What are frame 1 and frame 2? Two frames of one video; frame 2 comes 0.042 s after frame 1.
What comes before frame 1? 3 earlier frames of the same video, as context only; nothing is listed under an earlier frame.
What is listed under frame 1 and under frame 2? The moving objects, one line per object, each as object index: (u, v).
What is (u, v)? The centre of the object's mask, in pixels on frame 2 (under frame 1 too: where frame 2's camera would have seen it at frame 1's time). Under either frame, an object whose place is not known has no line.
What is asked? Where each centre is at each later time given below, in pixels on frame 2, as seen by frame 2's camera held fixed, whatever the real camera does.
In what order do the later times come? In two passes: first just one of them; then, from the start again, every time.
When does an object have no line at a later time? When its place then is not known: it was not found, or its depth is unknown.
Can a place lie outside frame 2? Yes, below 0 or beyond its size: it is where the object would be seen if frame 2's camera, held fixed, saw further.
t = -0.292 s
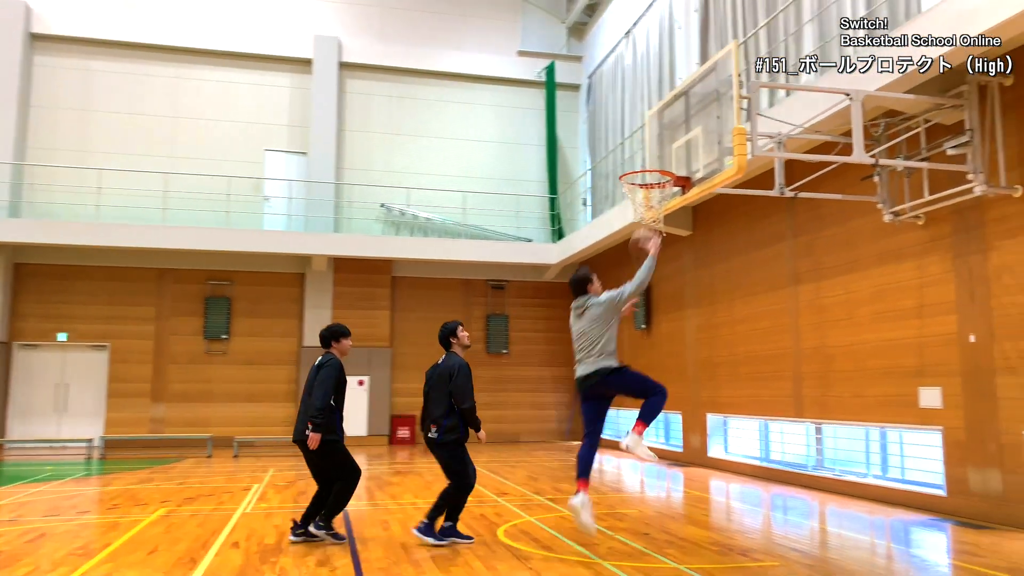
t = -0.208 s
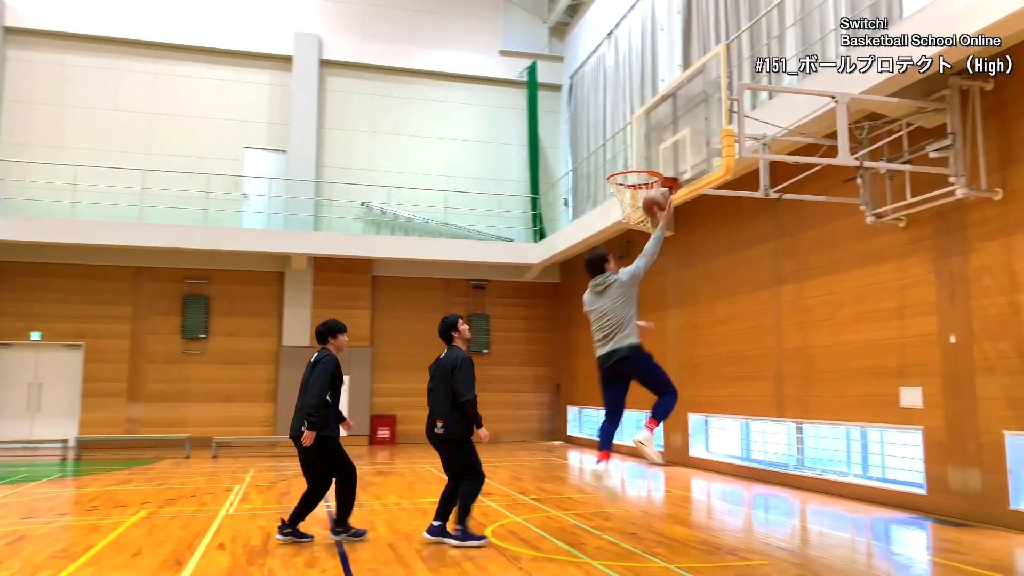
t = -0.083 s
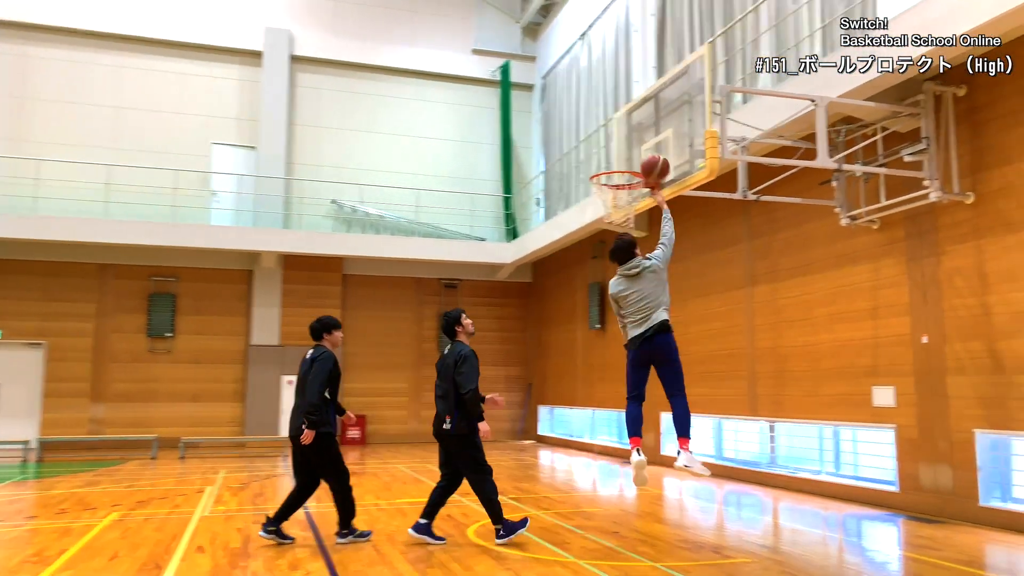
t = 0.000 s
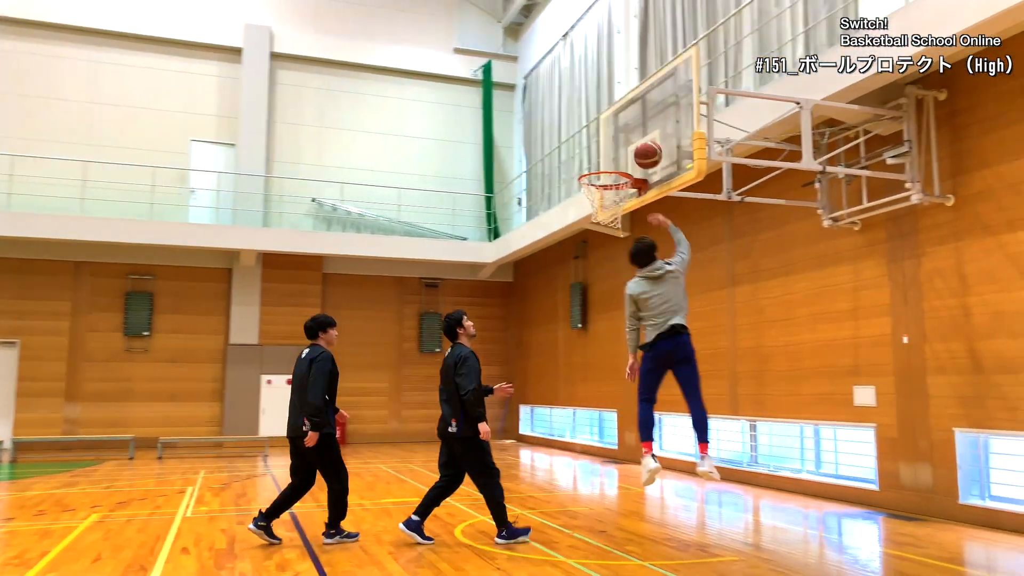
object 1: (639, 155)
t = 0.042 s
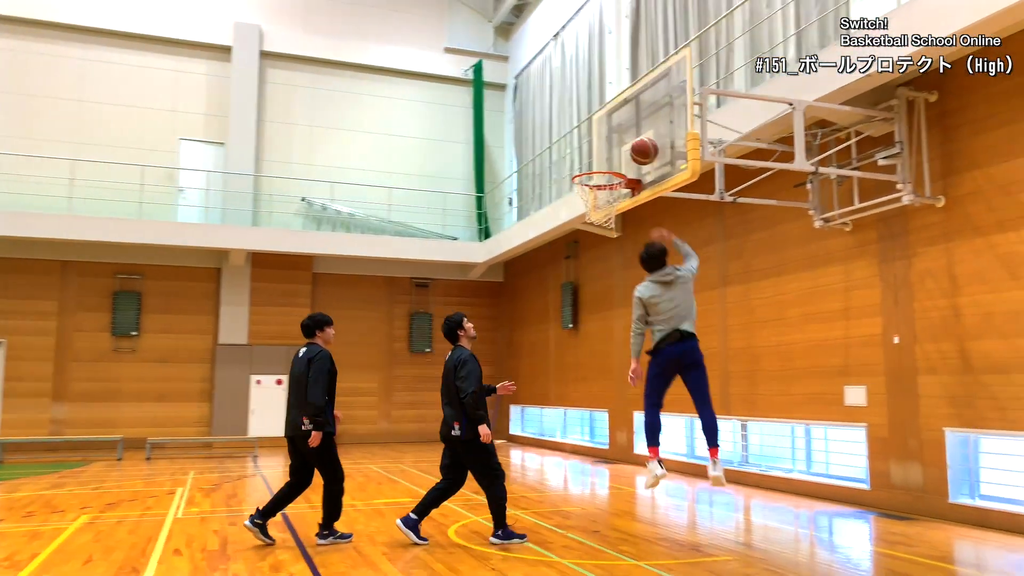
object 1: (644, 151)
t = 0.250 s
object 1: (625, 152)
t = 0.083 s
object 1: (640, 147)
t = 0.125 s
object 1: (636, 146)
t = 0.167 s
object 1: (633, 146)
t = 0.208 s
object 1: (629, 148)
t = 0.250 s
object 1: (625, 152)
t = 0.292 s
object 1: (621, 157)
